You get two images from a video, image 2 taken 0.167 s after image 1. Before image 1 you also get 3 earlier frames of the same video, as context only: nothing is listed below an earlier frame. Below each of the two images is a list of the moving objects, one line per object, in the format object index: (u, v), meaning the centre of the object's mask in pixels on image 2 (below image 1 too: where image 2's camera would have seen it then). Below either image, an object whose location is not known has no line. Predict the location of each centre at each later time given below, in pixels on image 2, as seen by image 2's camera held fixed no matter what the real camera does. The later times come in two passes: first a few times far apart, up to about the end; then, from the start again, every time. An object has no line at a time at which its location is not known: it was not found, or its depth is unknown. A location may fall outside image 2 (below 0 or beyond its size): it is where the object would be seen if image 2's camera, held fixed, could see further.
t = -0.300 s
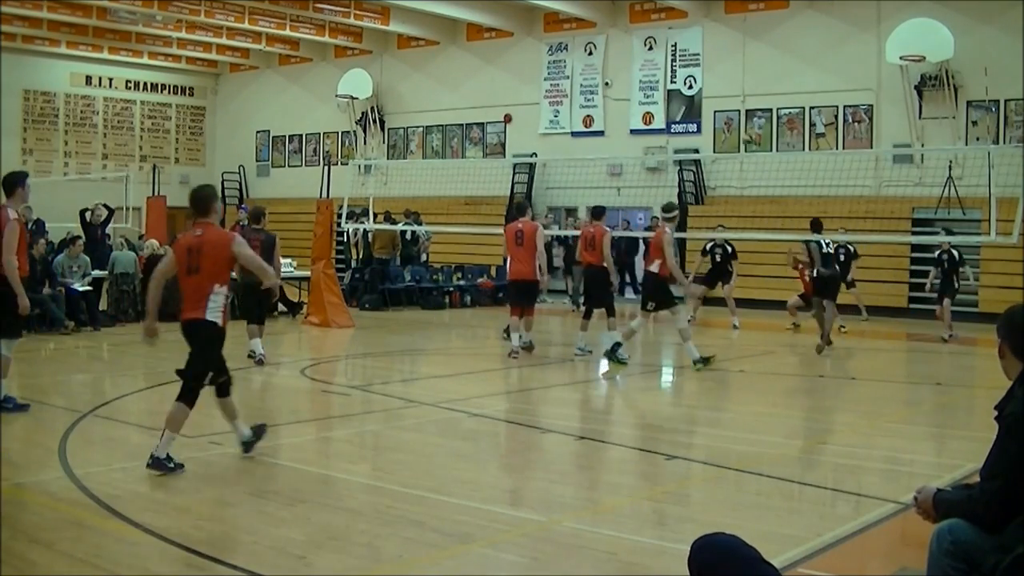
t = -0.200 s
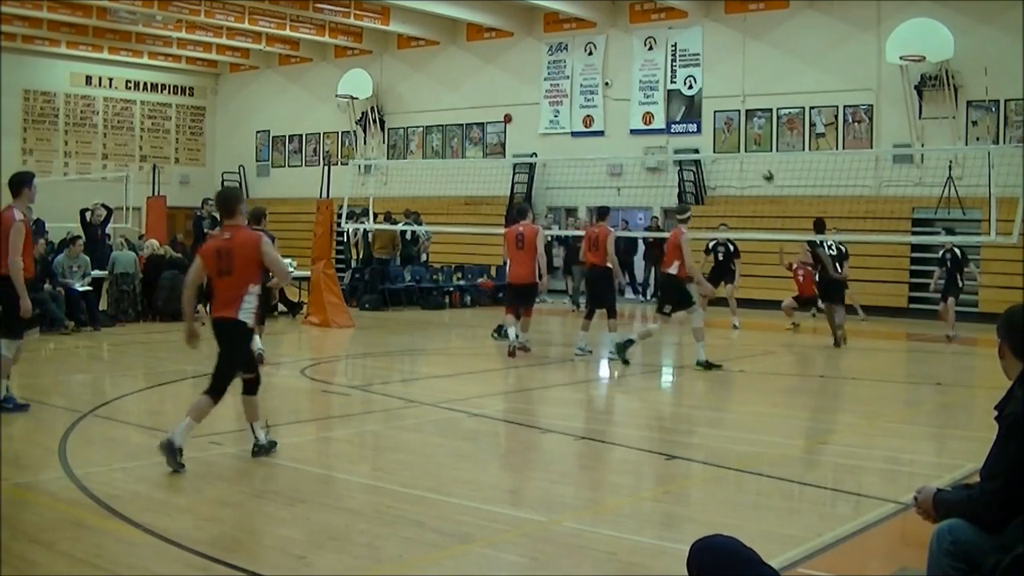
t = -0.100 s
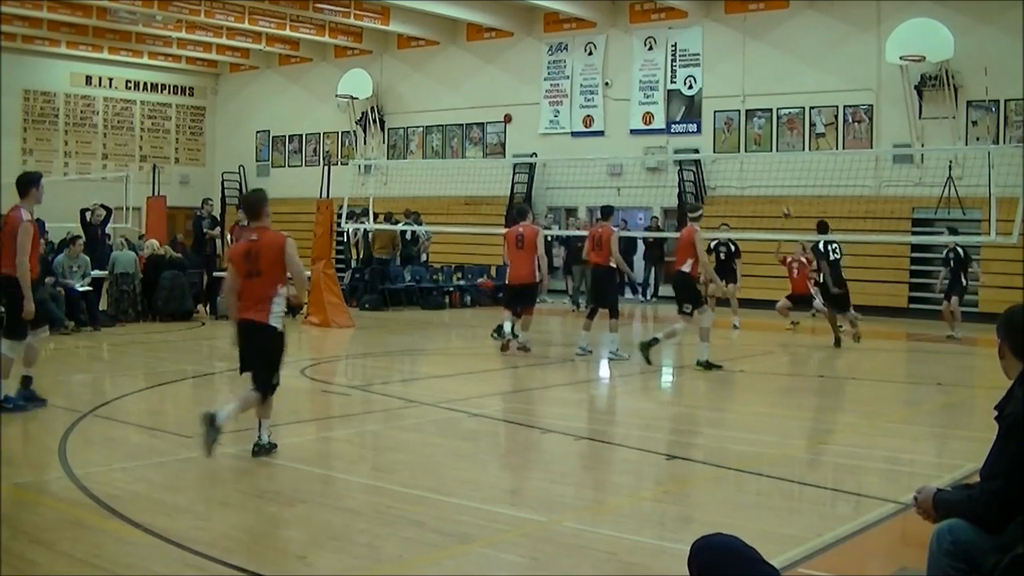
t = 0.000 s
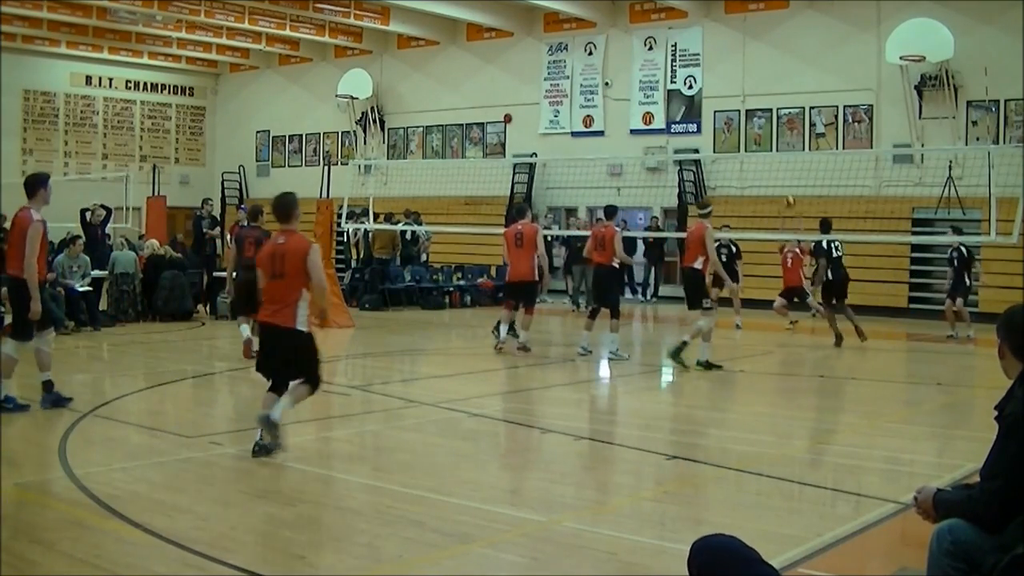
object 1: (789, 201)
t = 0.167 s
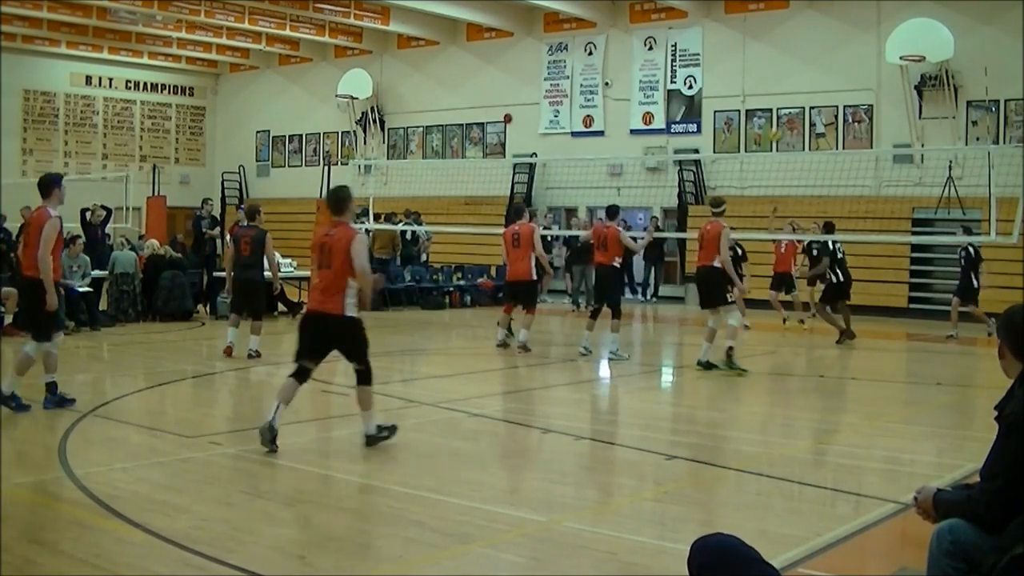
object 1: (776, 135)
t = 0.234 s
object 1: (769, 112)
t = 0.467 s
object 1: (750, 55)
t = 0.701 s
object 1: (729, 33)
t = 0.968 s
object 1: (704, 51)
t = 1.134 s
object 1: (688, 86)
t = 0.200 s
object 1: (774, 123)
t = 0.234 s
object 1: (769, 112)
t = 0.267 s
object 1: (767, 103)
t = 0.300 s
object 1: (764, 94)
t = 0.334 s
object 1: (761, 85)
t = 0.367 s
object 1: (758, 77)
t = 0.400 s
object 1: (756, 69)
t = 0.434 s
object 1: (753, 61)
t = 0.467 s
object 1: (750, 55)
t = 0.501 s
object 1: (747, 51)
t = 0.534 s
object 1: (744, 46)
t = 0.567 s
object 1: (741, 43)
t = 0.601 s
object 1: (738, 40)
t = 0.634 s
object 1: (735, 37)
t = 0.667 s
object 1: (732, 35)
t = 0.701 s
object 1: (729, 33)
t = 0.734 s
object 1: (726, 33)
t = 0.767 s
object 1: (723, 33)
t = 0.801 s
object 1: (720, 34)
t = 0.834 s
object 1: (717, 37)
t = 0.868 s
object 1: (714, 39)
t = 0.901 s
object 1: (710, 41)
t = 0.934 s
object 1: (707, 47)
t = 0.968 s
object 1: (704, 51)
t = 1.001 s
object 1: (701, 57)
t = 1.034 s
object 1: (698, 63)
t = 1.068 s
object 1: (695, 70)
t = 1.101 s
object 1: (691, 80)
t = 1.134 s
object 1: (688, 86)
